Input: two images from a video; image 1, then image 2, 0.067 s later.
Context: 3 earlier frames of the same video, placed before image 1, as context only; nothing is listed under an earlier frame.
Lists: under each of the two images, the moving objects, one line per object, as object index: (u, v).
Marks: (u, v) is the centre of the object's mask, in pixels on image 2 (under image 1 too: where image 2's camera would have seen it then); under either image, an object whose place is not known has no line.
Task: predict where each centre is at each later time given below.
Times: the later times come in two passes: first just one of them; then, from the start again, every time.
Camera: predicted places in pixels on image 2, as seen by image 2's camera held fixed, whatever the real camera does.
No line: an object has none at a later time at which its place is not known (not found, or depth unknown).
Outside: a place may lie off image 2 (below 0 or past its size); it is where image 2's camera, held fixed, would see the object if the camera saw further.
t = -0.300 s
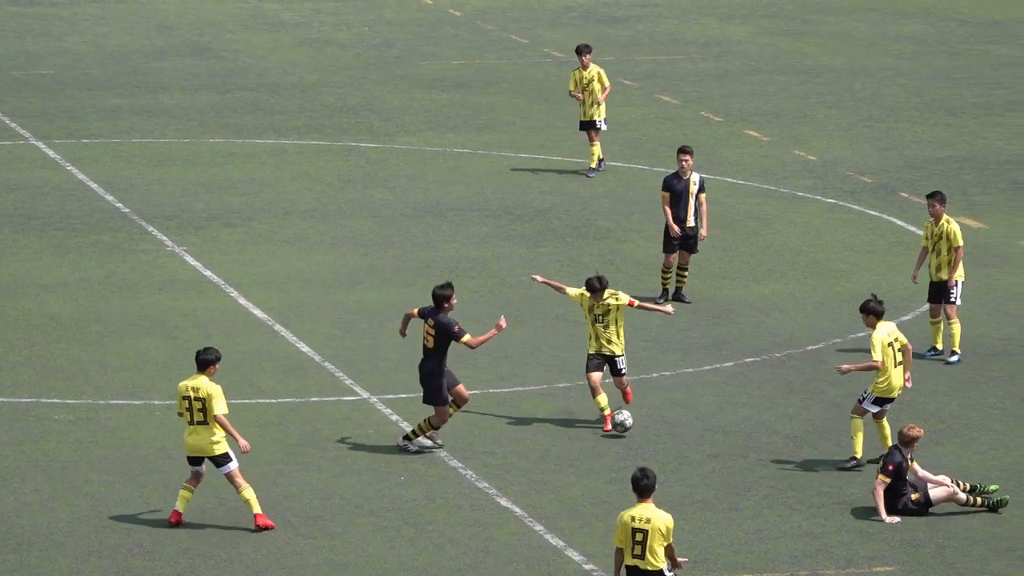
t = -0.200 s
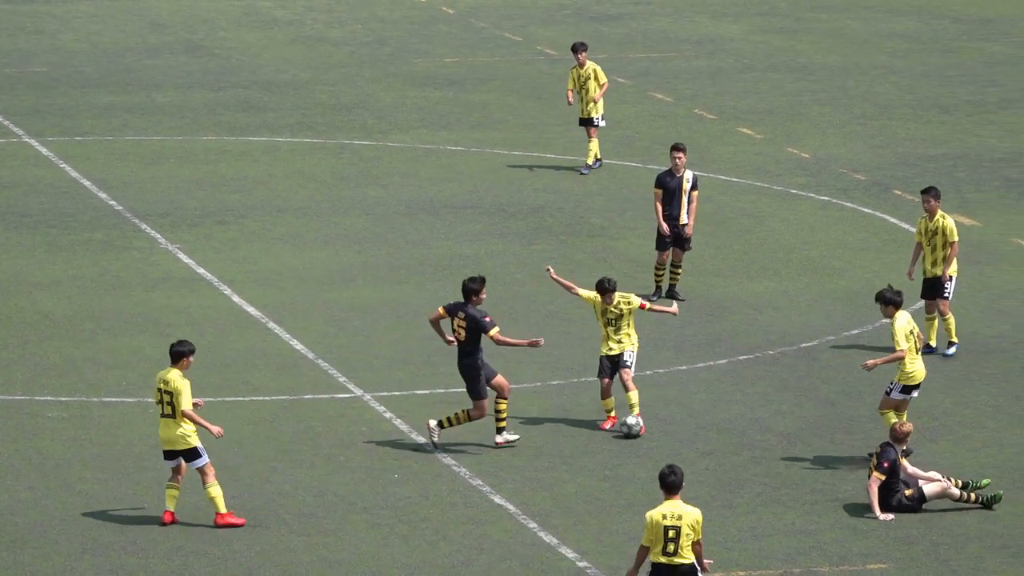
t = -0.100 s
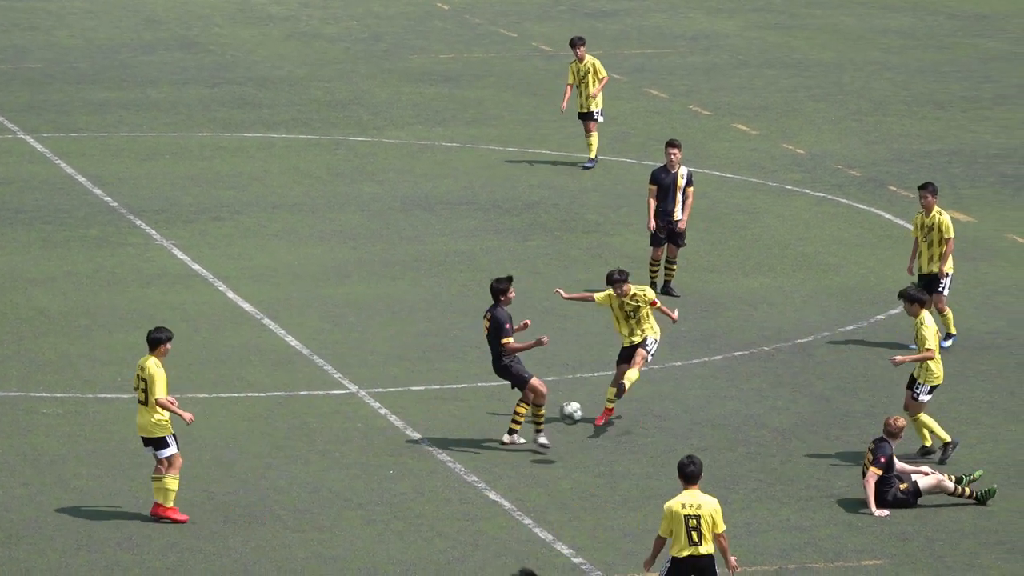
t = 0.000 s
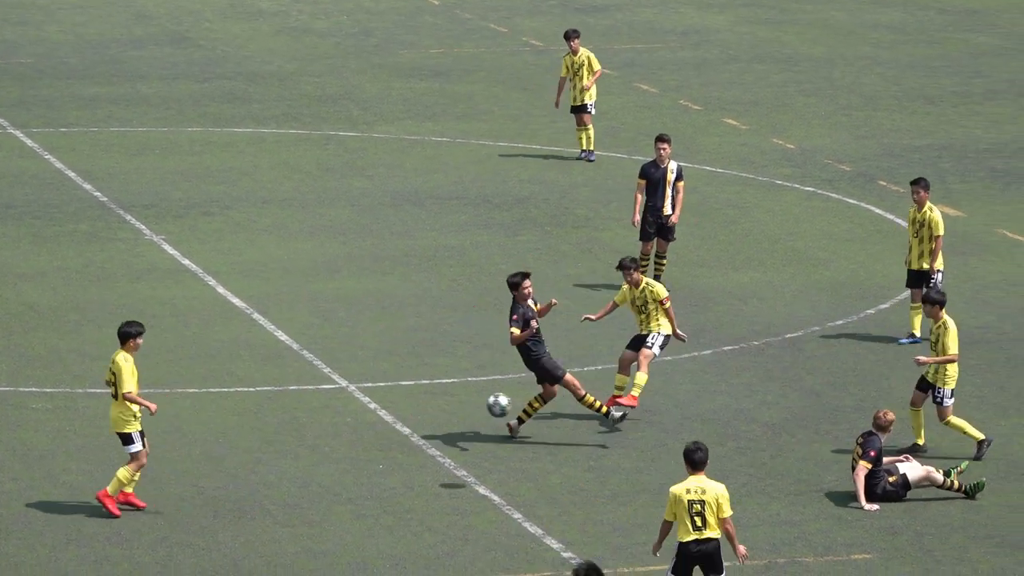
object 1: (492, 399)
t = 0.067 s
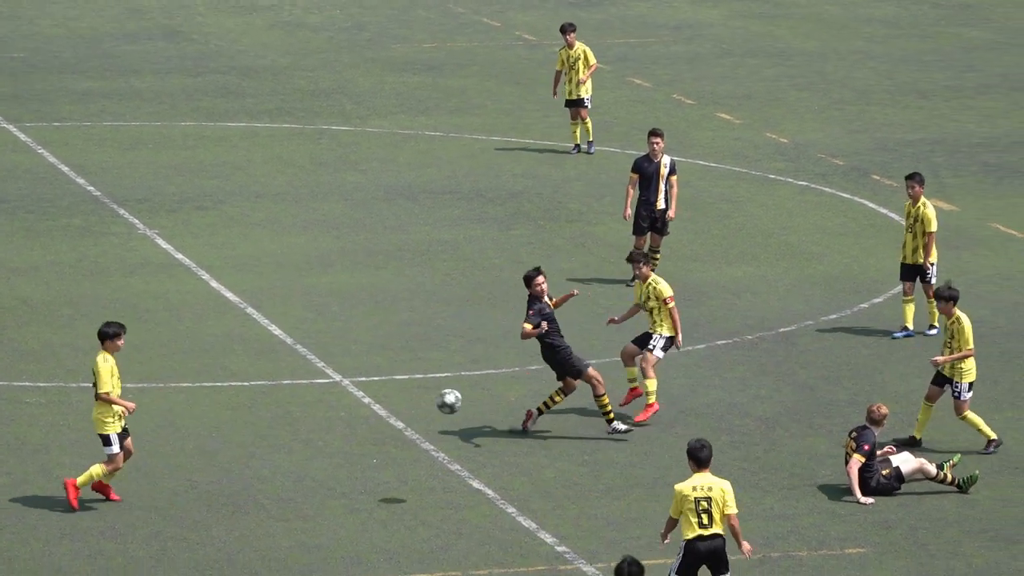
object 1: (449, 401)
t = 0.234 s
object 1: (328, 425)
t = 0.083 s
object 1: (438, 402)
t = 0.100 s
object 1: (426, 404)
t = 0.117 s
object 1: (414, 405)
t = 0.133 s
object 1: (402, 408)
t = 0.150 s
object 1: (391, 410)
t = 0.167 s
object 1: (380, 411)
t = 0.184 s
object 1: (366, 415)
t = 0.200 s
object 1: (354, 418)
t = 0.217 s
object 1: (342, 422)
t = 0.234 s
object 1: (328, 425)
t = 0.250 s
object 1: (316, 429)
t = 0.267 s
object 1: (303, 433)
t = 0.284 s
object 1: (289, 438)
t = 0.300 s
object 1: (276, 442)
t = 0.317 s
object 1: (262, 447)
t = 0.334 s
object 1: (249, 453)
